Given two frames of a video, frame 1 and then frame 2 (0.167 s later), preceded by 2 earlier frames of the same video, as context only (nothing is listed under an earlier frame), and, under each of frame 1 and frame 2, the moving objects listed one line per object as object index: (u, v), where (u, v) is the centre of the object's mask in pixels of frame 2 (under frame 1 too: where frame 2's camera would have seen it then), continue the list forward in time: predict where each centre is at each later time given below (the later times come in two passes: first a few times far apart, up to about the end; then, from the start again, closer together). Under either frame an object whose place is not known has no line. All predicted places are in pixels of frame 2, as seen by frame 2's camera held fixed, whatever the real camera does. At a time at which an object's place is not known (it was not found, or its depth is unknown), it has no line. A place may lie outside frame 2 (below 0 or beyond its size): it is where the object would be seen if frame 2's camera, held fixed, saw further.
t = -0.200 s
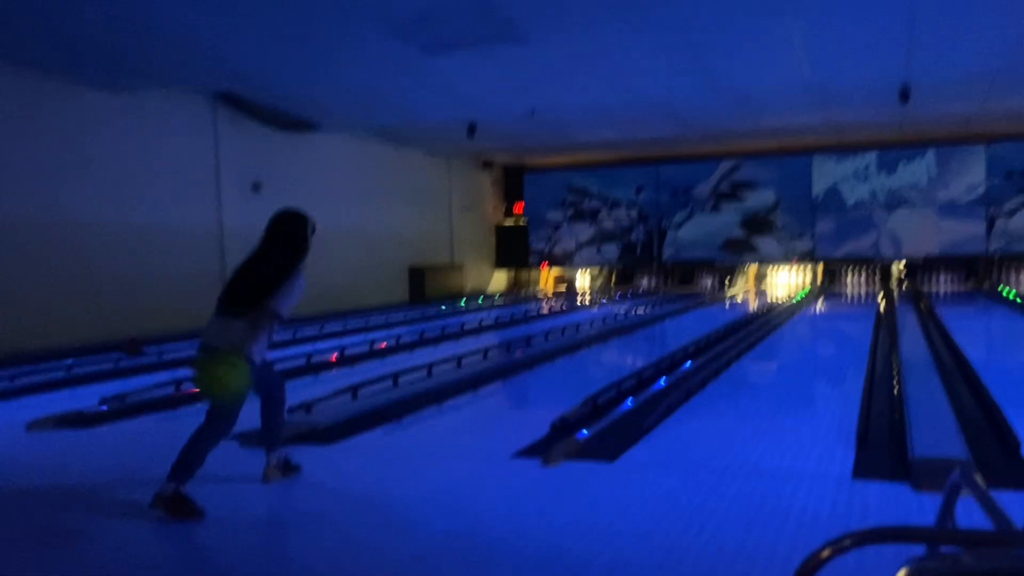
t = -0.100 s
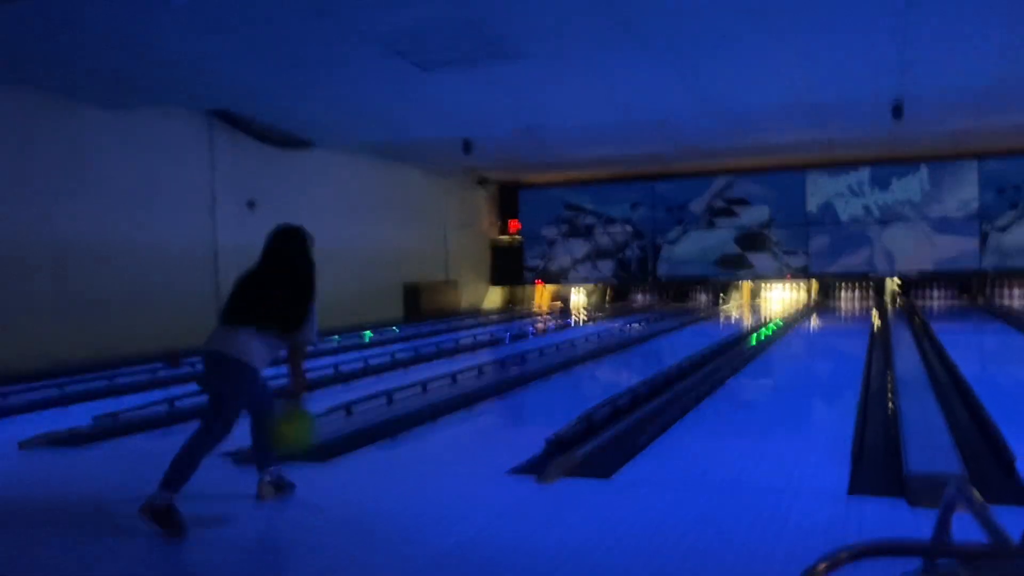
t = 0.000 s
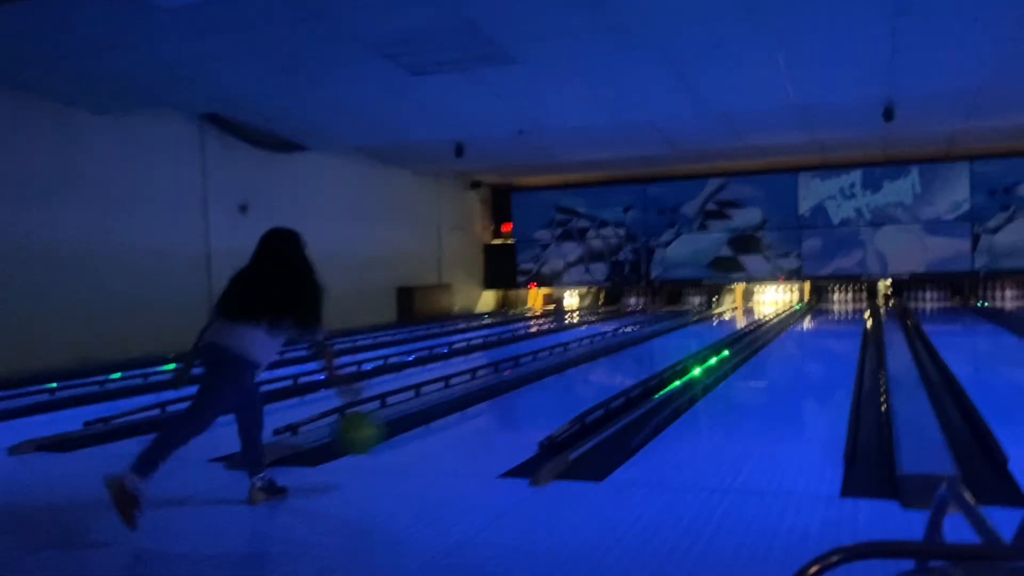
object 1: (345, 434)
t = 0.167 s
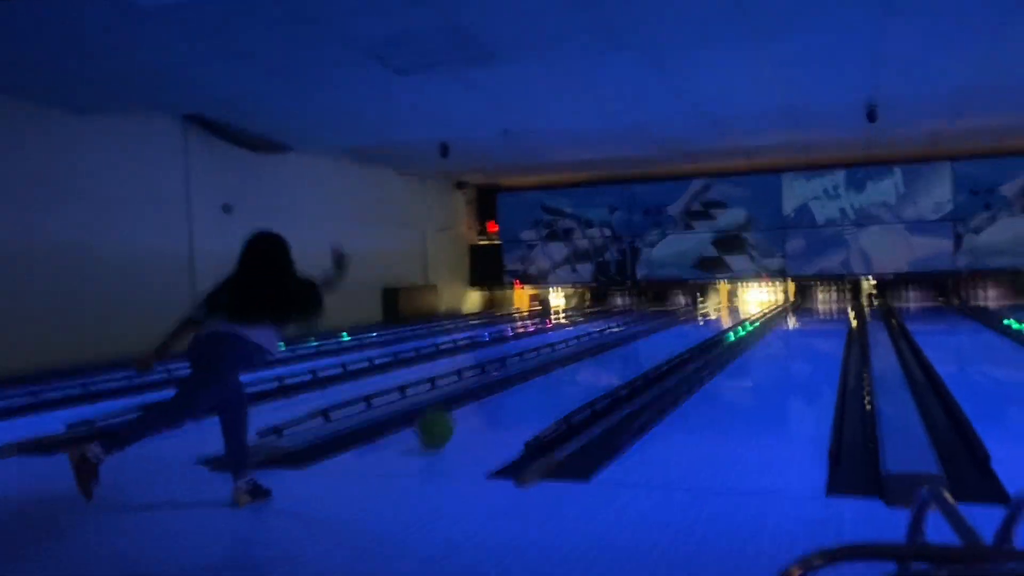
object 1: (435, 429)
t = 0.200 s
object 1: (450, 424)
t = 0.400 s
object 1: (519, 397)
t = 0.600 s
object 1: (567, 377)
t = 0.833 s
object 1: (607, 361)
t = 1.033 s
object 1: (633, 350)
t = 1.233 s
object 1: (653, 342)
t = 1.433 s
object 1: (670, 334)
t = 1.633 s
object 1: (684, 328)
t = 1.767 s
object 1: (692, 324)
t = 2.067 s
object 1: (707, 319)
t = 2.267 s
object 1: (716, 316)
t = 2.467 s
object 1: (723, 312)
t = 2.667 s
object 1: (728, 310)
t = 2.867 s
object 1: (731, 306)
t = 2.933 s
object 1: (732, 306)
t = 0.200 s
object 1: (450, 424)
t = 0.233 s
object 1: (463, 420)
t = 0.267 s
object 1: (476, 416)
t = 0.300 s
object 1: (488, 410)
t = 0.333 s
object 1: (498, 406)
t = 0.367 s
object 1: (509, 402)
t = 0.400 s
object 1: (519, 397)
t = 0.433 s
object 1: (528, 394)
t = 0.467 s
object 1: (537, 391)
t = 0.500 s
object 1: (545, 387)
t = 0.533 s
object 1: (553, 384)
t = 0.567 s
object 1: (560, 381)
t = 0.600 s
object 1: (567, 377)
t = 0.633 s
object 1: (574, 374)
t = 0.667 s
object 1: (580, 372)
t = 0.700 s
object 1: (586, 369)
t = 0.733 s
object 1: (591, 367)
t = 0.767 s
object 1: (597, 365)
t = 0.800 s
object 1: (602, 363)
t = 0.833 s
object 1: (607, 361)
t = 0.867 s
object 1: (612, 358)
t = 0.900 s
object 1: (617, 357)
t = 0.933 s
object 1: (621, 355)
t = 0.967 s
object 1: (626, 354)
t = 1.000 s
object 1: (630, 352)
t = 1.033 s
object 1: (633, 350)
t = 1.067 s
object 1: (636, 349)
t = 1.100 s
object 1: (640, 347)
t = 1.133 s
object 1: (644, 346)
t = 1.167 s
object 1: (646, 343)
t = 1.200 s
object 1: (650, 344)
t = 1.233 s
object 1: (653, 342)
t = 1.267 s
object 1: (656, 341)
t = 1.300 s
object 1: (659, 339)
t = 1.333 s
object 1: (662, 338)
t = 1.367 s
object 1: (665, 337)
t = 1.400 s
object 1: (667, 335)
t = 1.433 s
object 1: (670, 334)
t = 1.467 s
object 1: (673, 334)
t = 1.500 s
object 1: (675, 332)
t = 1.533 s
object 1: (677, 331)
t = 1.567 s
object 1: (679, 331)
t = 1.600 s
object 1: (681, 330)
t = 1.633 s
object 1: (684, 328)
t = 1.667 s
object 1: (686, 328)
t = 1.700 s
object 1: (689, 326)
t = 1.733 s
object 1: (690, 326)
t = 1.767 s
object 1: (692, 324)
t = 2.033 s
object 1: (707, 319)
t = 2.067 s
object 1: (707, 319)
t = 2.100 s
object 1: (709, 319)
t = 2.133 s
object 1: (710, 318)
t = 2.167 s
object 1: (711, 318)
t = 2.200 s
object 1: (713, 317)
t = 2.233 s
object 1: (713, 317)
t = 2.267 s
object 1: (716, 316)
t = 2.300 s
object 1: (717, 316)
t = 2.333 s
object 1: (717, 315)
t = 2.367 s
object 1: (719, 314)
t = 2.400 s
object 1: (720, 314)
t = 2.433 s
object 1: (721, 313)
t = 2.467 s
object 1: (723, 312)
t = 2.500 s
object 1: (724, 312)
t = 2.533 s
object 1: (725, 311)
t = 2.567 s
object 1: (725, 311)
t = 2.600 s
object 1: (725, 311)
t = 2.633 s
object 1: (727, 310)
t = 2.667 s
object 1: (728, 310)
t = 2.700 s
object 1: (728, 307)
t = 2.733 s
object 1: (729, 309)
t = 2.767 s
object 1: (730, 308)
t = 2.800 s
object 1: (730, 308)
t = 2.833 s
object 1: (730, 308)
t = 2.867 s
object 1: (731, 306)
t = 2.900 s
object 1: (732, 307)
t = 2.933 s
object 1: (732, 306)
